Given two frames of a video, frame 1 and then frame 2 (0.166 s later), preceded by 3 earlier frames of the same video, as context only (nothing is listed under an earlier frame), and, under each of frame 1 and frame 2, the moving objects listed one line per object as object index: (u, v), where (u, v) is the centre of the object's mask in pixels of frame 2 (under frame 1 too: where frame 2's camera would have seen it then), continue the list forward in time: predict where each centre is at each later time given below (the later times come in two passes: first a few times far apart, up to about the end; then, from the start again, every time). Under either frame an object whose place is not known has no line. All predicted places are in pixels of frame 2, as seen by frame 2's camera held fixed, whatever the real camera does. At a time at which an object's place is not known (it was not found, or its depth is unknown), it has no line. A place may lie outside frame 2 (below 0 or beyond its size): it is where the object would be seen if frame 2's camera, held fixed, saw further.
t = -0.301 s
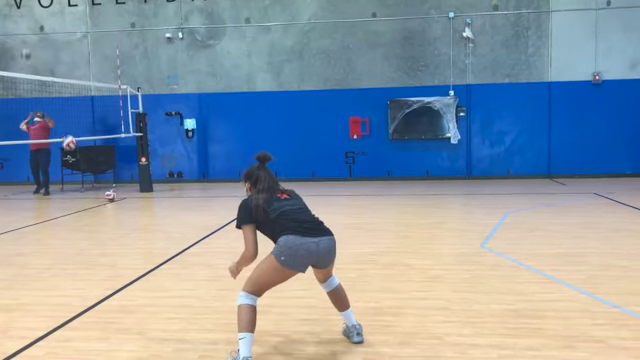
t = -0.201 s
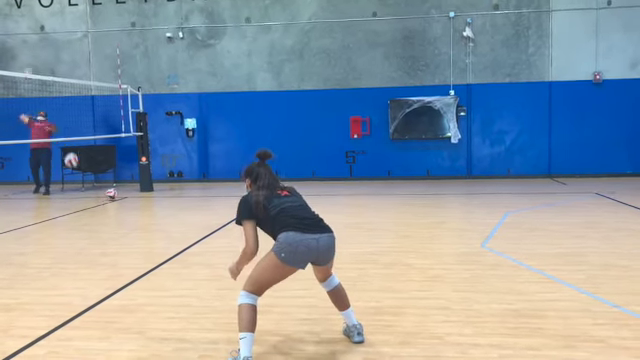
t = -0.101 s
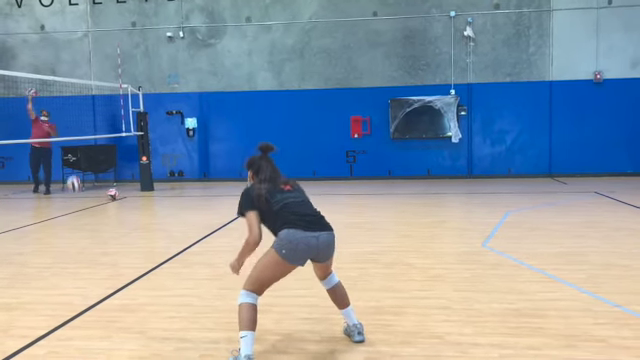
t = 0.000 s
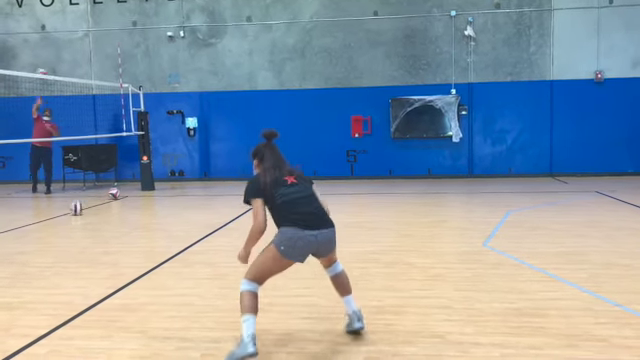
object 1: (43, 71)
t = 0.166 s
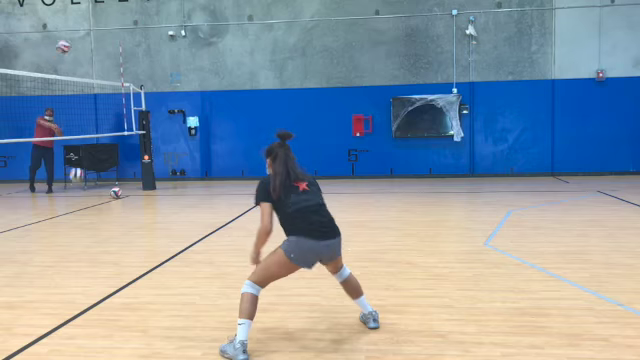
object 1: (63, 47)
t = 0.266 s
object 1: (80, 37)
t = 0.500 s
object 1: (136, 42)
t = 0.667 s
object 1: (200, 89)
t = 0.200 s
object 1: (69, 42)
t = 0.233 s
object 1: (73, 40)
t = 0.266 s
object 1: (80, 37)
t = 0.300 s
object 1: (86, 35)
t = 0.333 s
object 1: (93, 34)
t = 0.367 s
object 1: (101, 33)
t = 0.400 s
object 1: (108, 34)
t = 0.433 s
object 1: (118, 36)
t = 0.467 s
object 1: (126, 39)
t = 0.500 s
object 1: (136, 42)
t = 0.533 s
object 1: (148, 48)
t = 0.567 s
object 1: (158, 54)
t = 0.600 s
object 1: (170, 63)
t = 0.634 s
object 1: (184, 75)
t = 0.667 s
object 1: (200, 89)
